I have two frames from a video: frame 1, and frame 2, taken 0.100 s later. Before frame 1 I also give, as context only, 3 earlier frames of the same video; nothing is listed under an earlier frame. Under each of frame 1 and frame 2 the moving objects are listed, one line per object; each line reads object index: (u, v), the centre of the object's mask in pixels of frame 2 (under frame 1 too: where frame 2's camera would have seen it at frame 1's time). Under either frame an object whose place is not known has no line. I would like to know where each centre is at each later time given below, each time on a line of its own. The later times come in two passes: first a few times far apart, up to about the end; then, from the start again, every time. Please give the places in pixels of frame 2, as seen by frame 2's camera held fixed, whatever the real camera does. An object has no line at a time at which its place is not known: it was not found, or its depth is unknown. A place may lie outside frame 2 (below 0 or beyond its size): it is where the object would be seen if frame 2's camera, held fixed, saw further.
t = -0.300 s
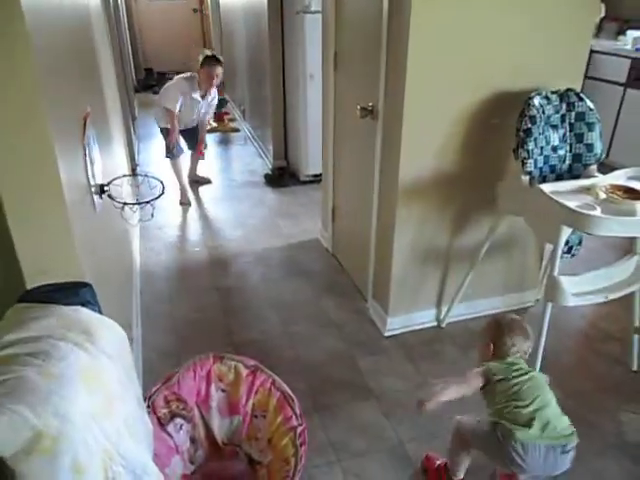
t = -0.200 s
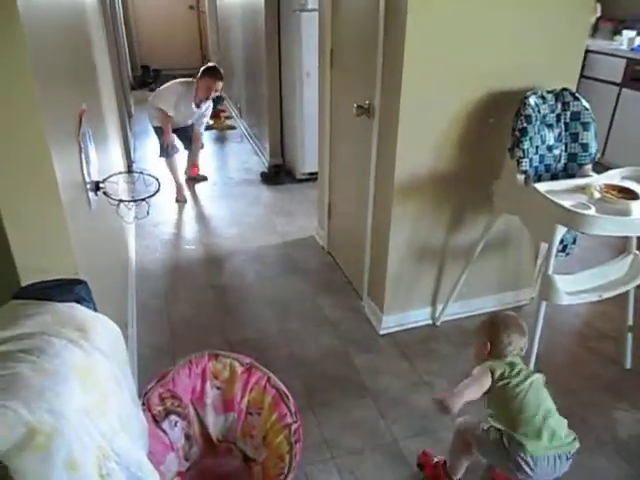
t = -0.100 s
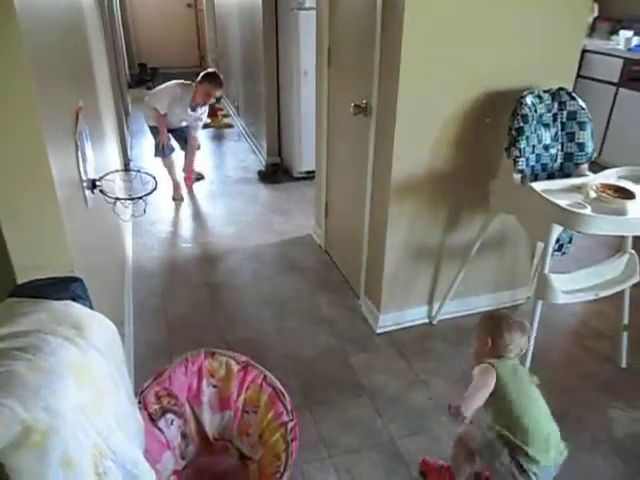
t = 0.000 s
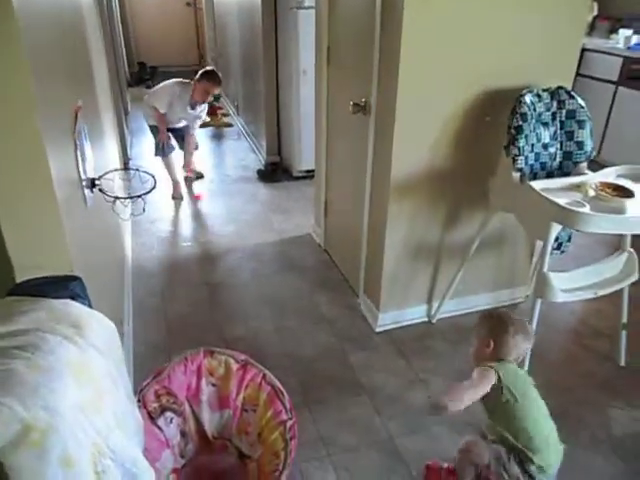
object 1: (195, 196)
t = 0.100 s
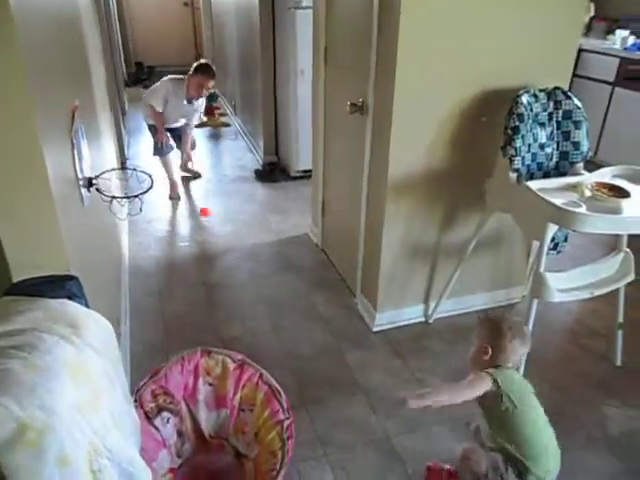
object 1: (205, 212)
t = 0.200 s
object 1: (213, 220)
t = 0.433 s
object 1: (243, 252)
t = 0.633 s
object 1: (270, 280)
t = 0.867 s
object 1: (307, 311)
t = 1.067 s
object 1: (347, 347)
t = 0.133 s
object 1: (207, 213)
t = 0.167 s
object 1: (210, 216)
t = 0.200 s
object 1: (213, 220)
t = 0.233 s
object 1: (216, 226)
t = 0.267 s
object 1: (221, 234)
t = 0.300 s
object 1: (225, 235)
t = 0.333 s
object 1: (228, 237)
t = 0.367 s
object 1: (232, 242)
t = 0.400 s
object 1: (237, 249)
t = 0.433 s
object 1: (243, 252)
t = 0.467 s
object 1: (246, 253)
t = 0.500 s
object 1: (250, 257)
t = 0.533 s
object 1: (257, 265)
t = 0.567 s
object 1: (259, 267)
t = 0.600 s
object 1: (263, 269)
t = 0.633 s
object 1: (270, 280)
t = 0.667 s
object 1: (275, 284)
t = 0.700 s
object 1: (280, 287)
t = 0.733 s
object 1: (283, 291)
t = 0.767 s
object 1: (288, 294)
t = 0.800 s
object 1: (296, 302)
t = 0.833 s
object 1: (301, 306)
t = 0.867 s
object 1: (307, 311)
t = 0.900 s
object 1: (313, 317)
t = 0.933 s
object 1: (320, 322)
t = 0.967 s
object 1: (325, 327)
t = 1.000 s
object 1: (333, 336)
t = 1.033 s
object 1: (341, 339)
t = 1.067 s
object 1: (347, 347)
